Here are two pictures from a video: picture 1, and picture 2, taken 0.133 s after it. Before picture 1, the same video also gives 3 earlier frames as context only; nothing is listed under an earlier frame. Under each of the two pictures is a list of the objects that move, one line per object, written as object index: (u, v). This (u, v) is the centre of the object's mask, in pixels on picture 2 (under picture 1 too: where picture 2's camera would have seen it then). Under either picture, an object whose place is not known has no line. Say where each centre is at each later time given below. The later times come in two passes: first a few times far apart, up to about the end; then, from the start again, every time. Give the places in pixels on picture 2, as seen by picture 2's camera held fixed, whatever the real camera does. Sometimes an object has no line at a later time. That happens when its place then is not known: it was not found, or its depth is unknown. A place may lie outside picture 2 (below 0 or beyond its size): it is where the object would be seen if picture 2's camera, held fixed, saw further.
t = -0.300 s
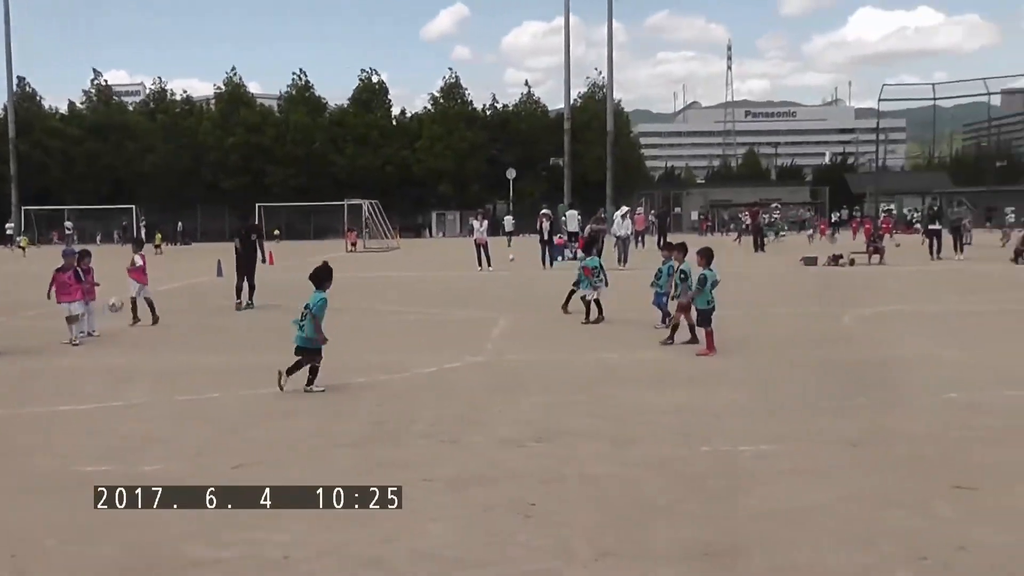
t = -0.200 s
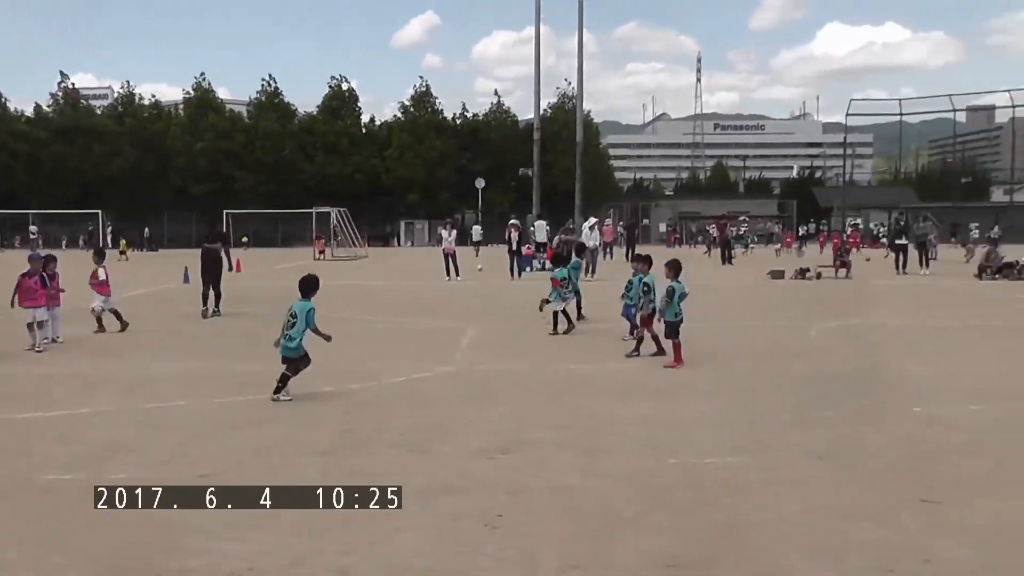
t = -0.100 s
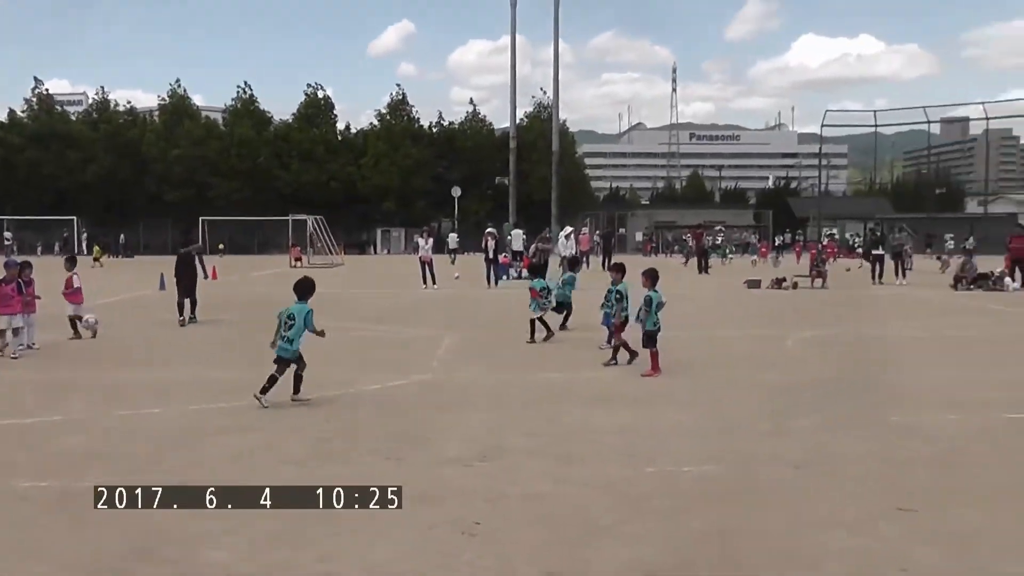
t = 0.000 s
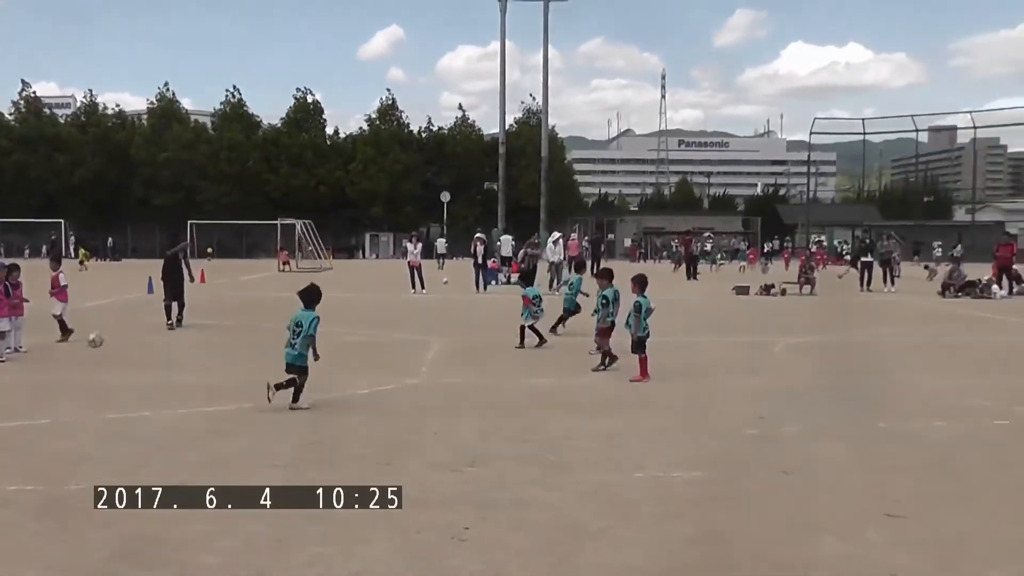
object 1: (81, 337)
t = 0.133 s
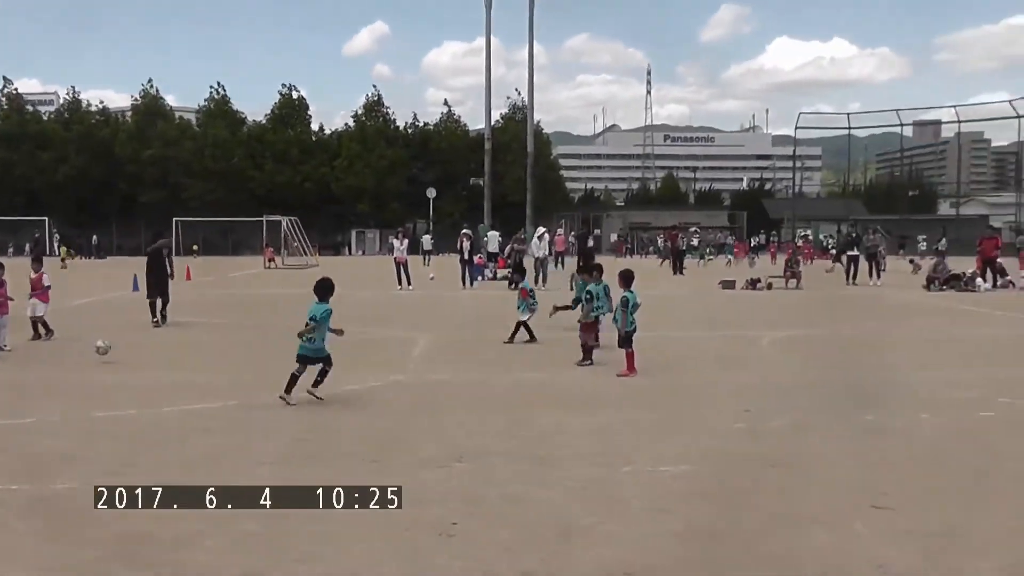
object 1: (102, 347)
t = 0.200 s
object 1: (113, 339)
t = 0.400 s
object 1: (148, 336)
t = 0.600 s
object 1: (184, 357)
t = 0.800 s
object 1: (219, 348)
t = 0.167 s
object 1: (108, 342)
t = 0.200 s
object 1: (113, 339)
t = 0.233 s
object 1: (120, 336)
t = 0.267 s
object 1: (125, 334)
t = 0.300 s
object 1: (132, 333)
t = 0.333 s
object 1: (137, 333)
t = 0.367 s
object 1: (142, 334)
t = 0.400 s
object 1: (148, 336)
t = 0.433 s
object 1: (154, 338)
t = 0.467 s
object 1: (160, 342)
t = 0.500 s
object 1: (164, 346)
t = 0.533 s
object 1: (171, 352)
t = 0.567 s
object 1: (178, 360)
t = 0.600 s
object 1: (184, 357)
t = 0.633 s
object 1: (190, 352)
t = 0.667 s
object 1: (195, 350)
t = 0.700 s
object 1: (201, 349)
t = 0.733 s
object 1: (207, 348)
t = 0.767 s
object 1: (213, 348)
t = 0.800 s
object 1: (219, 348)
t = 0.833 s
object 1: (224, 350)
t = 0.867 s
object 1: (230, 353)
